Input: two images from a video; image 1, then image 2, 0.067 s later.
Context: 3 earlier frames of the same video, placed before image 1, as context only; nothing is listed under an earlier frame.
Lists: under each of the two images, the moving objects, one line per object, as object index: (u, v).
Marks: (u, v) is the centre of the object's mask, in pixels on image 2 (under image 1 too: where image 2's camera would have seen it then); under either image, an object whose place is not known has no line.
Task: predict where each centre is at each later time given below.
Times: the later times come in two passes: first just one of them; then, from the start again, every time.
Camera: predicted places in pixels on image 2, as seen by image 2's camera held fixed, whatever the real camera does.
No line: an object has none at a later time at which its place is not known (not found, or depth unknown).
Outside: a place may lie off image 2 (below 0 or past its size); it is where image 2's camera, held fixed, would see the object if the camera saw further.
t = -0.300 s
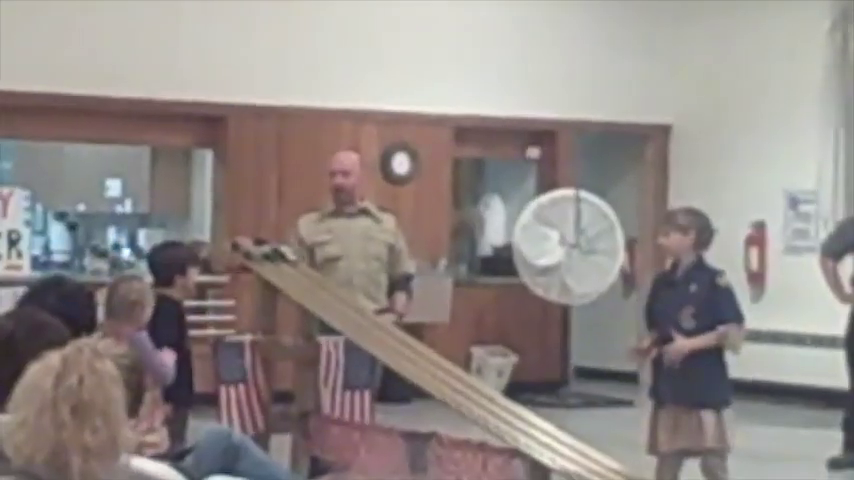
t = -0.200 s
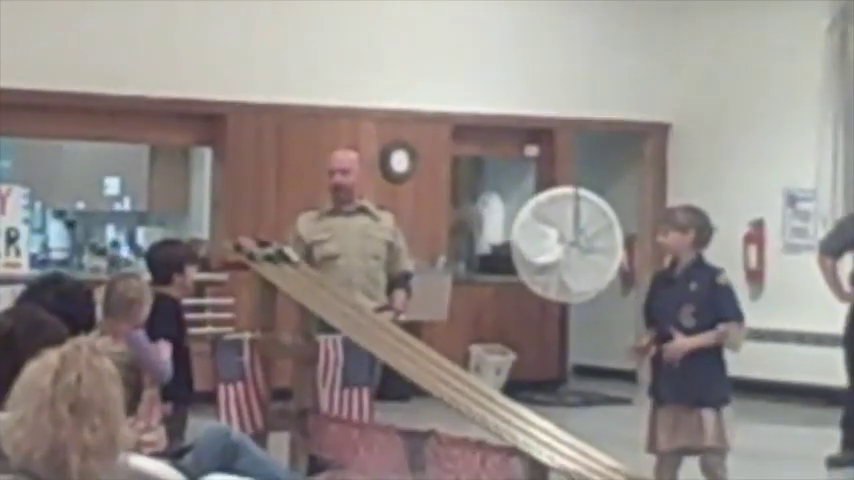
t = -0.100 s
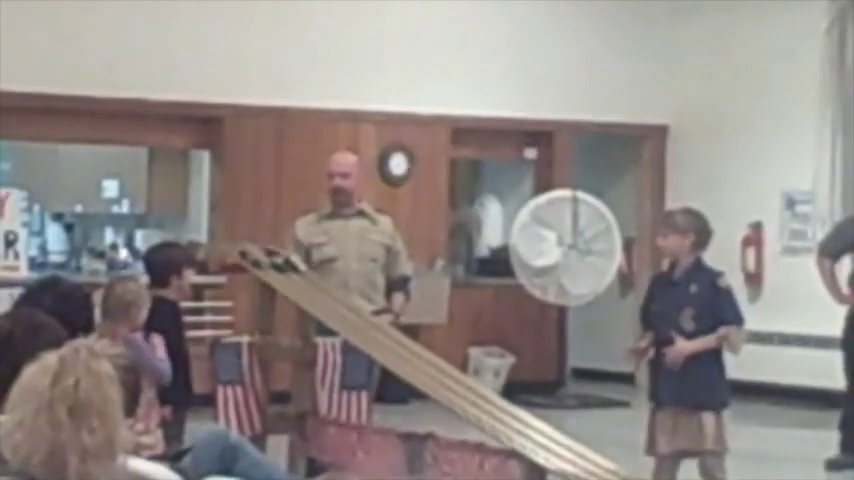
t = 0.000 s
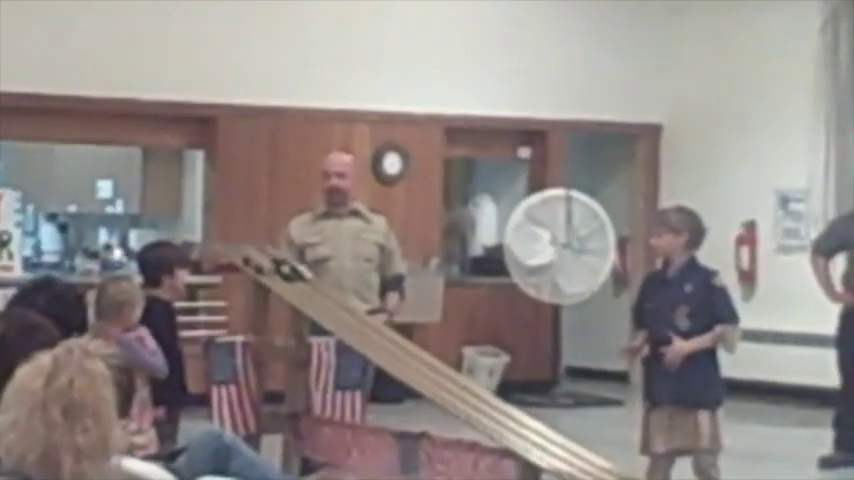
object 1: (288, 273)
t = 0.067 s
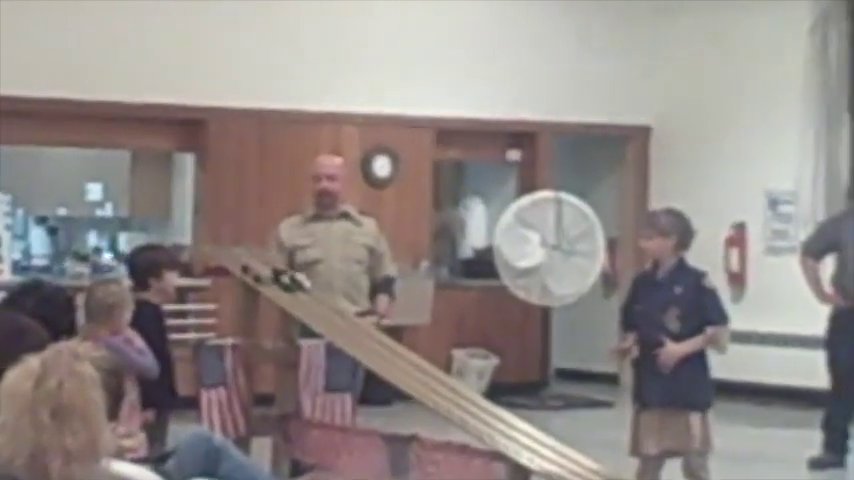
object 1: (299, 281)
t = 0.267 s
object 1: (339, 308)
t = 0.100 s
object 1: (305, 285)
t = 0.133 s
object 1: (310, 289)
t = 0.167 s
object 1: (315, 293)
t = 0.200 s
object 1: (323, 298)
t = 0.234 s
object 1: (330, 303)
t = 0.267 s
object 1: (339, 308)
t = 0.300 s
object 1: (348, 314)
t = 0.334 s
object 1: (356, 318)
